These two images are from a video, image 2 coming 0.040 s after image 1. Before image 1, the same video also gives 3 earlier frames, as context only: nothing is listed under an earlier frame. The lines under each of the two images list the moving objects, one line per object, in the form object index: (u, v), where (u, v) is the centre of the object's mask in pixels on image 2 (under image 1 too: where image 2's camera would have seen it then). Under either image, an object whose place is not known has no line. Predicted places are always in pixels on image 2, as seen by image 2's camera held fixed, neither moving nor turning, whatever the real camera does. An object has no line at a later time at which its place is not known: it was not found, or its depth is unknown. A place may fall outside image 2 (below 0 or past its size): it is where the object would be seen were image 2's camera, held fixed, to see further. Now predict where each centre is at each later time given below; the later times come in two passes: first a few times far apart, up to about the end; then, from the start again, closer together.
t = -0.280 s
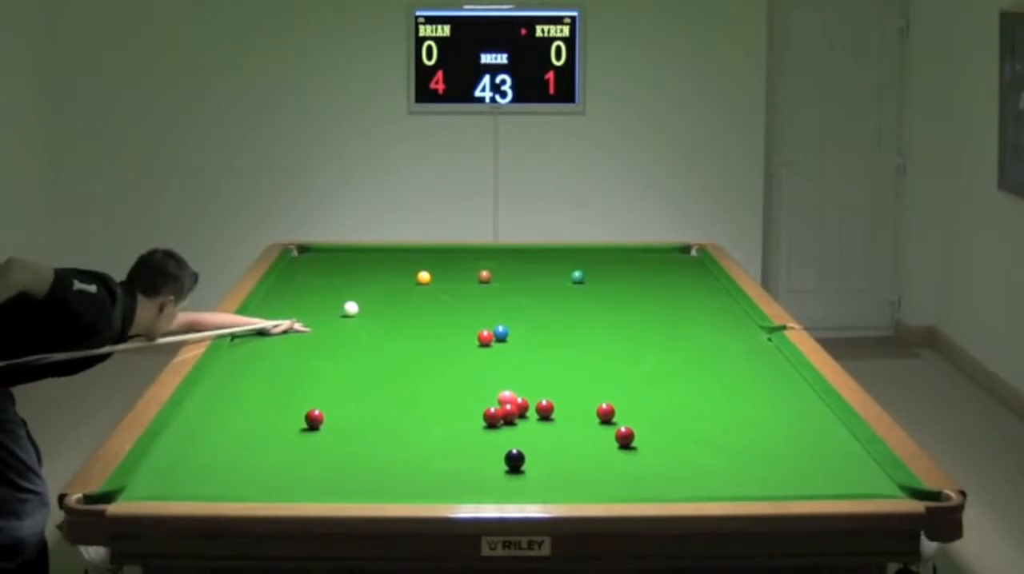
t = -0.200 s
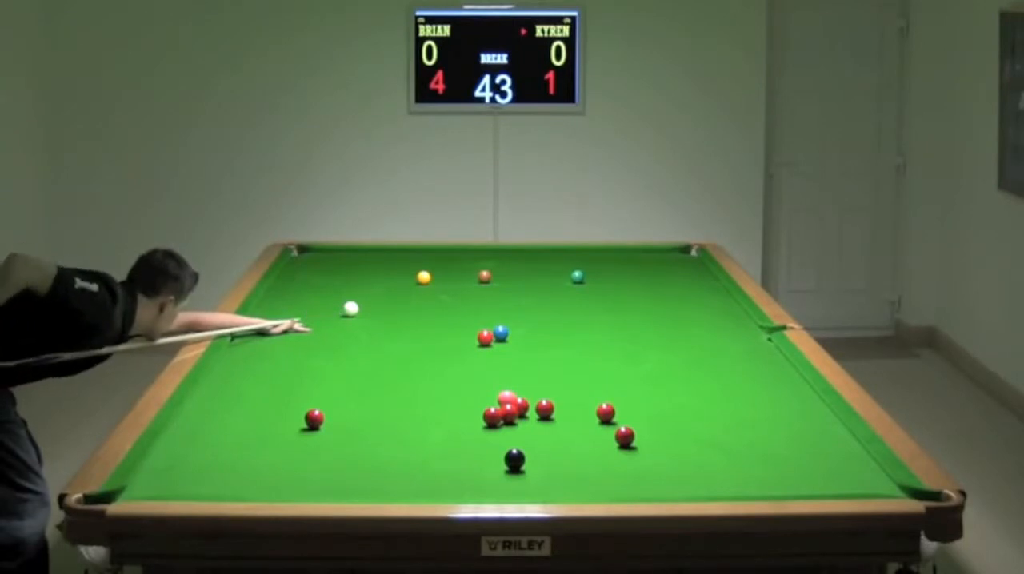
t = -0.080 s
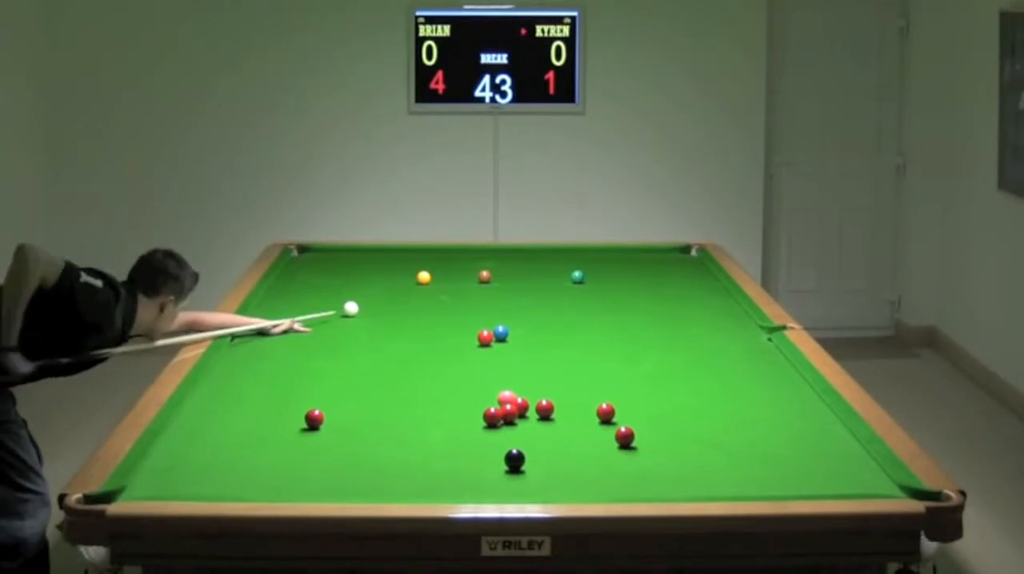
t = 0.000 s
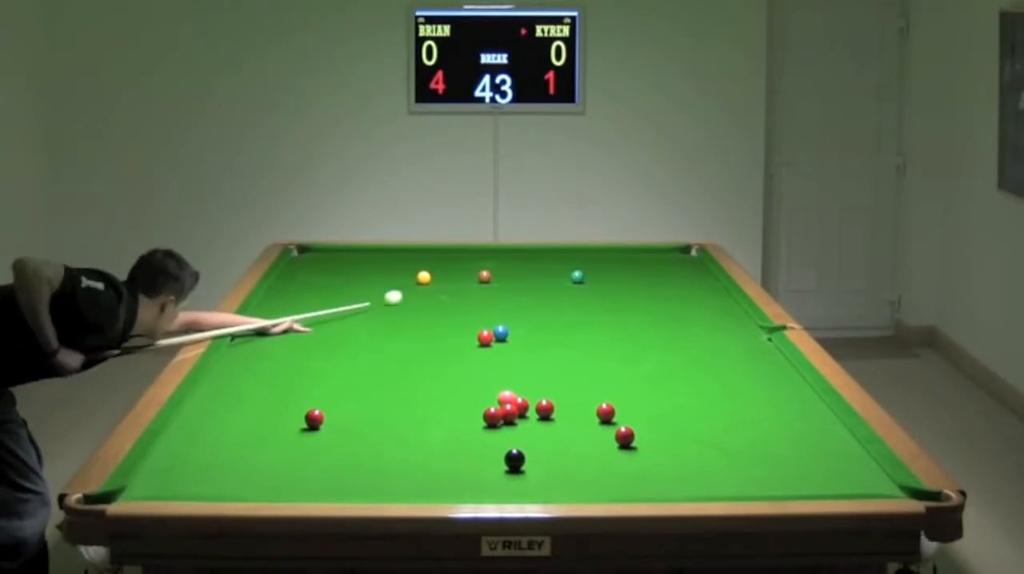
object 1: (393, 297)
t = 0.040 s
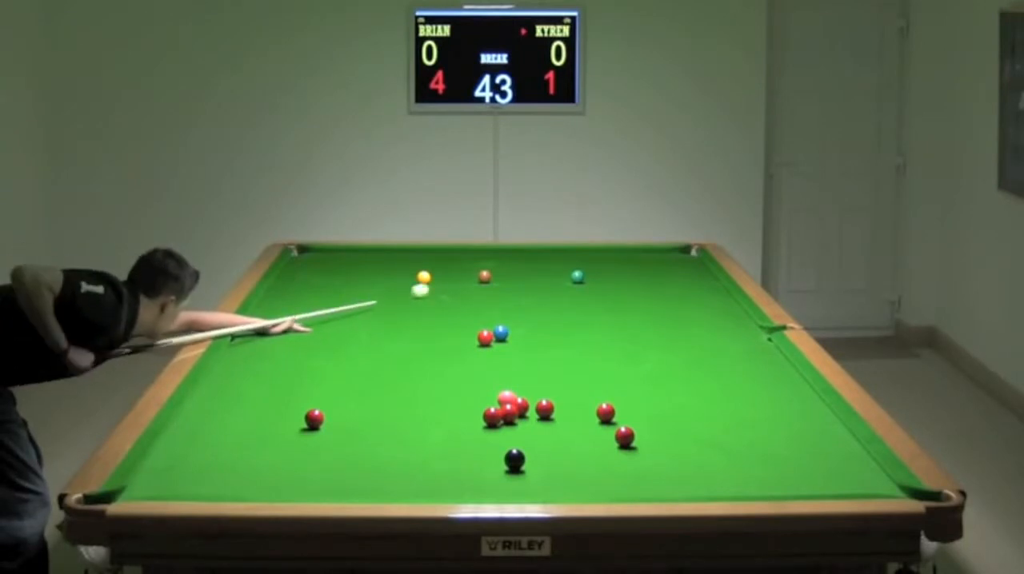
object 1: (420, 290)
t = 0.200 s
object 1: (464, 274)
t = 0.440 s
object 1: (445, 263)
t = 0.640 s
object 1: (431, 254)
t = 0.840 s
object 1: (417, 250)
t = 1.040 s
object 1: (400, 255)
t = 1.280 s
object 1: (380, 261)
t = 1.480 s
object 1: (363, 266)
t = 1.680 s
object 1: (346, 271)
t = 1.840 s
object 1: (332, 276)
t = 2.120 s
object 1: (308, 283)
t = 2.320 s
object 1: (290, 288)
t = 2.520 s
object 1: (273, 293)
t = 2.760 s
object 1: (274, 299)
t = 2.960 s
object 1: (279, 303)
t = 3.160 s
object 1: (283, 307)
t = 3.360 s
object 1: (288, 311)
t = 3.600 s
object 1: (293, 315)
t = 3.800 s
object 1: (297, 319)
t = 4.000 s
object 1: (300, 323)
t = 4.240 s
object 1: (305, 327)
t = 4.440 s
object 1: (308, 330)
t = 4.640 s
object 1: (312, 334)
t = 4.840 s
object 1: (315, 336)
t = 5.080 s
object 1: (318, 340)
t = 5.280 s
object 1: (321, 342)
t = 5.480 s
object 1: (324, 345)
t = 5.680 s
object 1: (327, 347)
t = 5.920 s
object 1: (329, 349)
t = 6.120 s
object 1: (331, 351)
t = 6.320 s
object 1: (332, 352)
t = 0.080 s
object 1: (445, 284)
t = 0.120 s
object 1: (469, 278)
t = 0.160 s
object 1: (469, 275)
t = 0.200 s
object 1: (464, 274)
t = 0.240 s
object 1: (460, 272)
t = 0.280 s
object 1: (457, 270)
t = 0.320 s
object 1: (454, 268)
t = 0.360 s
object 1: (451, 266)
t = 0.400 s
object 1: (448, 265)
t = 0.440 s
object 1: (445, 263)
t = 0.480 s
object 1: (442, 261)
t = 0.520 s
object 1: (439, 259)
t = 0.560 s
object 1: (436, 258)
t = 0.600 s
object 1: (434, 256)
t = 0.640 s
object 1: (431, 254)
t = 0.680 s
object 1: (429, 253)
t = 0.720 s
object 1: (426, 252)
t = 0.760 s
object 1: (424, 250)
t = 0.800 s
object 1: (421, 249)
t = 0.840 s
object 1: (417, 250)
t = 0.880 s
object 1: (414, 251)
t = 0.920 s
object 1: (410, 252)
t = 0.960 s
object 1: (407, 253)
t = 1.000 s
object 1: (404, 254)
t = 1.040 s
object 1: (400, 255)
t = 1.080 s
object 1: (397, 256)
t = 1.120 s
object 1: (393, 257)
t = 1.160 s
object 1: (390, 258)
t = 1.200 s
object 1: (387, 259)
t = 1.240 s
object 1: (383, 260)
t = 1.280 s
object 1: (380, 261)
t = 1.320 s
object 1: (376, 262)
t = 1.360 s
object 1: (373, 263)
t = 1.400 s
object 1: (369, 264)
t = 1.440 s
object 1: (366, 265)
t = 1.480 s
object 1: (363, 266)
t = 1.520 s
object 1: (359, 267)
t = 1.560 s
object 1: (356, 268)
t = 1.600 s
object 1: (352, 269)
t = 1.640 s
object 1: (349, 270)
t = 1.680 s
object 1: (346, 271)
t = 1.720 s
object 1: (342, 272)
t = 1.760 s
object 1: (338, 273)
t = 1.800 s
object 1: (335, 274)
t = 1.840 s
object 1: (332, 276)
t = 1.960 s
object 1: (321, 278)
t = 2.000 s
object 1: (318, 279)
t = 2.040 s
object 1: (315, 280)
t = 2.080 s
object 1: (311, 282)
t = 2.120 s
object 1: (308, 283)
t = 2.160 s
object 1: (304, 284)
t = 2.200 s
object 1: (301, 285)
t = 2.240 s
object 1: (297, 286)
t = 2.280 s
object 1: (294, 287)
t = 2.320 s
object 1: (290, 288)
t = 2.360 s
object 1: (287, 289)
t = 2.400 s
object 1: (283, 290)
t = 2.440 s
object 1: (280, 291)
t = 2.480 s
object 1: (277, 292)
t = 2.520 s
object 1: (273, 293)
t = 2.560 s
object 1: (270, 294)
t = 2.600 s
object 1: (270, 295)
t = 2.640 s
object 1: (271, 296)
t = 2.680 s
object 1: (272, 297)
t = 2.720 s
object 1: (273, 298)
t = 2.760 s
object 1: (274, 299)
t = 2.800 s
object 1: (275, 299)
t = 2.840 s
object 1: (276, 300)
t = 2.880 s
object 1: (277, 301)
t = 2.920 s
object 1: (278, 302)
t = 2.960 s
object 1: (279, 303)
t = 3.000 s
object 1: (279, 303)
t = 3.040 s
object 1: (280, 304)
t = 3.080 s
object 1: (281, 305)
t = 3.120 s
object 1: (282, 306)
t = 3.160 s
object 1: (283, 307)
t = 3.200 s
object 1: (284, 307)
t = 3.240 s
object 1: (285, 309)
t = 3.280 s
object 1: (286, 309)
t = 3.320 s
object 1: (287, 310)
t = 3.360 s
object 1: (288, 311)
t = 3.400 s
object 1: (288, 312)
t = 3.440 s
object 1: (289, 313)
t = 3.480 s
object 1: (290, 313)
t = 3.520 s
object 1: (291, 314)
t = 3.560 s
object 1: (292, 315)
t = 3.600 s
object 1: (293, 315)
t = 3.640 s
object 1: (293, 316)
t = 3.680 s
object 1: (294, 317)
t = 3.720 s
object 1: (295, 318)
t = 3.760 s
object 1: (296, 319)
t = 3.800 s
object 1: (297, 319)
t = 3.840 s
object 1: (297, 320)
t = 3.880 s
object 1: (298, 321)
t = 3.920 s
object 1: (299, 321)
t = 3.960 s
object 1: (300, 322)
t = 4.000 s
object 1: (300, 323)
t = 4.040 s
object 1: (301, 324)
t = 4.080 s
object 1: (302, 324)
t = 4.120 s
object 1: (303, 325)
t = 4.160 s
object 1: (303, 326)
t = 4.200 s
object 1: (304, 326)
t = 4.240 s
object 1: (305, 327)
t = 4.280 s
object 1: (306, 328)
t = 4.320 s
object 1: (306, 329)
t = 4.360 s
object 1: (307, 329)
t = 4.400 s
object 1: (308, 330)
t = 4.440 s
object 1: (308, 330)
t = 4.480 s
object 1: (309, 331)
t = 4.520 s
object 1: (309, 331)
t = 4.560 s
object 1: (310, 332)
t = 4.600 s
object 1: (311, 333)
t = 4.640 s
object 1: (312, 334)
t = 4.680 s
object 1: (312, 334)
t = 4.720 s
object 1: (312, 335)
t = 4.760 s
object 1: (313, 335)
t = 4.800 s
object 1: (314, 336)
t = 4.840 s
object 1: (315, 336)
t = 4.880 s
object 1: (315, 337)
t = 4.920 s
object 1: (316, 337)
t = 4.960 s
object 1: (317, 338)
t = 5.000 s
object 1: (317, 339)
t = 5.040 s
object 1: (318, 339)
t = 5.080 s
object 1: (318, 340)
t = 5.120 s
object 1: (319, 340)
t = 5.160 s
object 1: (319, 341)
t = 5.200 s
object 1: (320, 342)
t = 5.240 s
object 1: (321, 342)
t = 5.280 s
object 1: (321, 342)
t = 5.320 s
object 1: (322, 343)
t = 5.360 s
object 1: (322, 344)
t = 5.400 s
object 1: (323, 344)
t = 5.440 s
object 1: (324, 344)
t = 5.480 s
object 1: (324, 345)
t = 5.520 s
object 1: (325, 345)
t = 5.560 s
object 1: (325, 346)
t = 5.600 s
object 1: (326, 346)
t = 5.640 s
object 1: (327, 346)
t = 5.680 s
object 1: (327, 347)
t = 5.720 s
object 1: (327, 347)
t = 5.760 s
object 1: (328, 348)
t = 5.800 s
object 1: (328, 348)
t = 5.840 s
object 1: (329, 348)
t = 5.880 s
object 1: (329, 349)
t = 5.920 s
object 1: (329, 349)
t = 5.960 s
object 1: (330, 349)
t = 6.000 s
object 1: (330, 350)
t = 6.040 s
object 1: (331, 350)
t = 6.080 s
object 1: (331, 350)
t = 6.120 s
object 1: (331, 351)
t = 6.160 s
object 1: (332, 351)
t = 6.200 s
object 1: (332, 351)
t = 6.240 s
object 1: (332, 352)
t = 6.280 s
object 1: (332, 352)
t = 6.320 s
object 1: (332, 352)
